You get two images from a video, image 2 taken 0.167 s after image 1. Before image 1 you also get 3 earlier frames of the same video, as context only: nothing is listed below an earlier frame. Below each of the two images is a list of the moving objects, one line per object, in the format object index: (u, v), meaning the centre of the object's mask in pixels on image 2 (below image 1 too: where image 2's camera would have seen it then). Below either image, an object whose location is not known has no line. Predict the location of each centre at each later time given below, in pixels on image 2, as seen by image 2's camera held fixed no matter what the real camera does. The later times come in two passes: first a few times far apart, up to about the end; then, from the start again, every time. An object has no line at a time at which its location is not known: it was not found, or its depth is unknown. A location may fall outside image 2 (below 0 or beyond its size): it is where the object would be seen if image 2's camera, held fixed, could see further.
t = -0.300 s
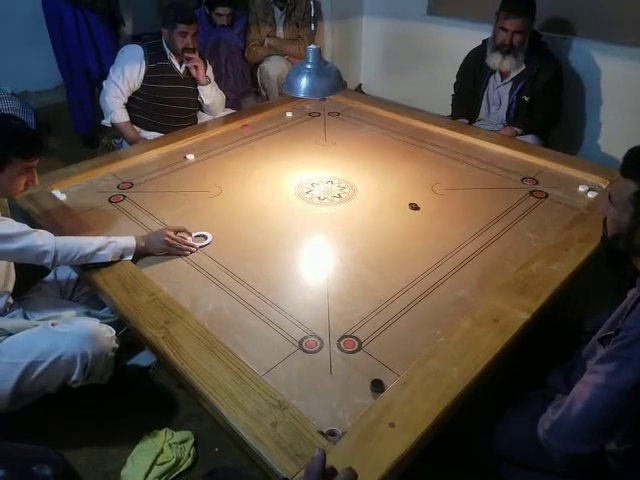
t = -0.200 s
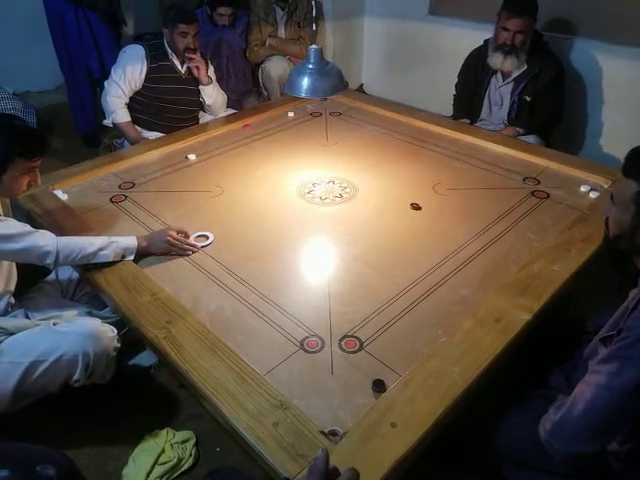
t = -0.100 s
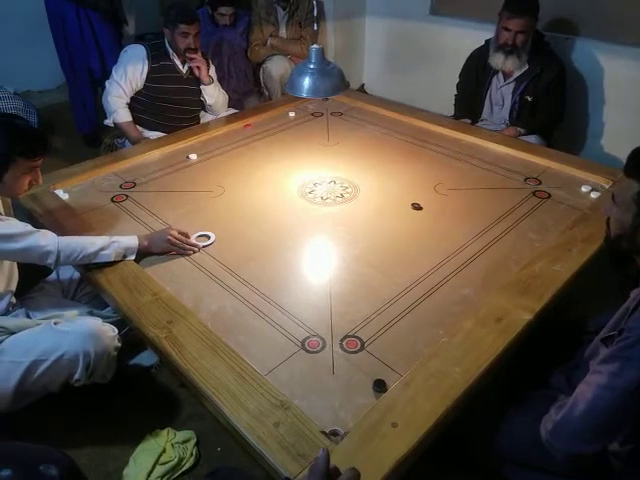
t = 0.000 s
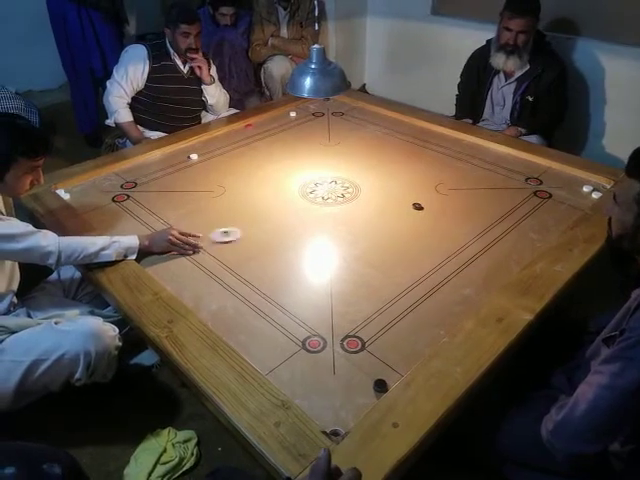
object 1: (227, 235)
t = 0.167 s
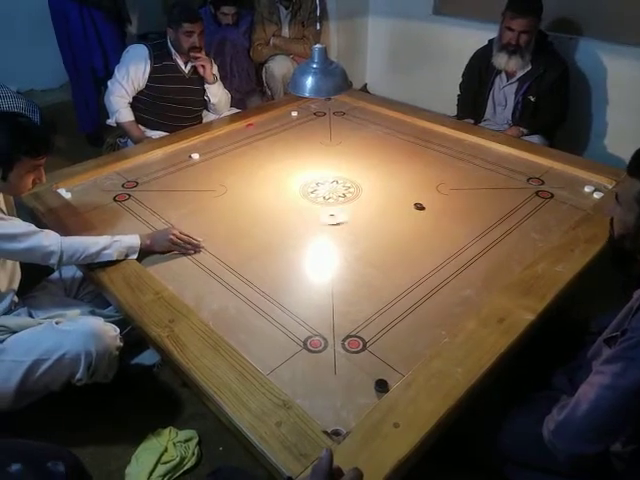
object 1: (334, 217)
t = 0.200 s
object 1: (353, 215)
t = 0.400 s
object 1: (431, 200)
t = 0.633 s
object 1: (481, 188)
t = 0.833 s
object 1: (510, 181)
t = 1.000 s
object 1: (527, 178)
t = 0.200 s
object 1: (353, 215)
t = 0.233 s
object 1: (371, 211)
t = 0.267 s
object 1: (388, 209)
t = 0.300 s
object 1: (404, 206)
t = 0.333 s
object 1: (413, 204)
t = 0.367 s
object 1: (422, 202)
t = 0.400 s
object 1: (431, 200)
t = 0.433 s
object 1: (439, 198)
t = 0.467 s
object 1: (448, 196)
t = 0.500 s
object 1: (454, 194)
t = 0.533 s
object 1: (461, 193)
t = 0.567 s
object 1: (468, 191)
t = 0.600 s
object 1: (475, 190)
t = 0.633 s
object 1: (481, 188)
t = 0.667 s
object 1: (486, 187)
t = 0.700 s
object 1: (492, 185)
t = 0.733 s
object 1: (497, 184)
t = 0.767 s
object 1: (502, 183)
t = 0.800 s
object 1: (506, 182)
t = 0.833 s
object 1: (510, 181)
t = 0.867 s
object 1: (514, 180)
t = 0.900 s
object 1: (518, 180)
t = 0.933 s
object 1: (521, 179)
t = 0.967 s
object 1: (524, 178)
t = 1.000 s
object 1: (527, 178)
